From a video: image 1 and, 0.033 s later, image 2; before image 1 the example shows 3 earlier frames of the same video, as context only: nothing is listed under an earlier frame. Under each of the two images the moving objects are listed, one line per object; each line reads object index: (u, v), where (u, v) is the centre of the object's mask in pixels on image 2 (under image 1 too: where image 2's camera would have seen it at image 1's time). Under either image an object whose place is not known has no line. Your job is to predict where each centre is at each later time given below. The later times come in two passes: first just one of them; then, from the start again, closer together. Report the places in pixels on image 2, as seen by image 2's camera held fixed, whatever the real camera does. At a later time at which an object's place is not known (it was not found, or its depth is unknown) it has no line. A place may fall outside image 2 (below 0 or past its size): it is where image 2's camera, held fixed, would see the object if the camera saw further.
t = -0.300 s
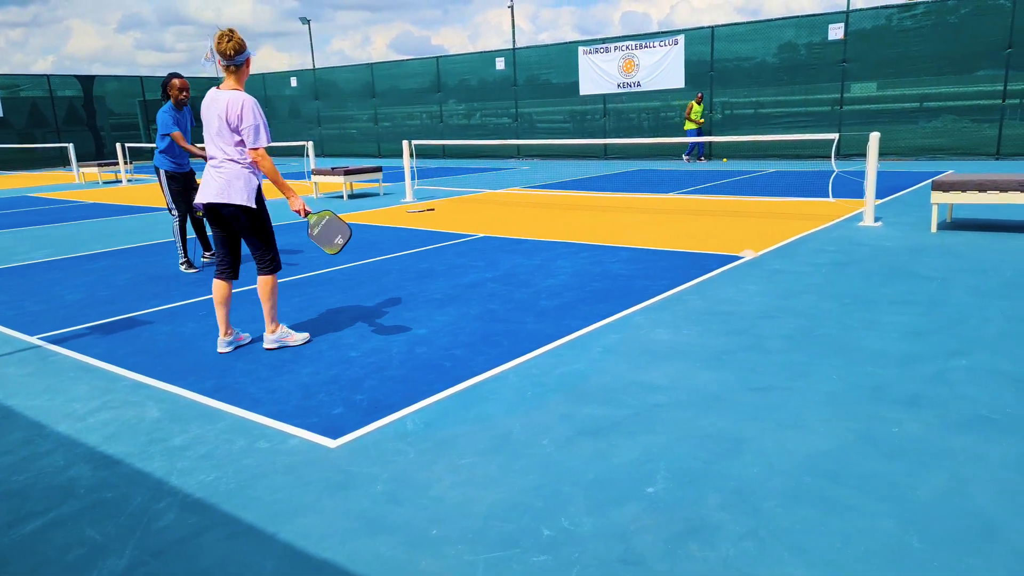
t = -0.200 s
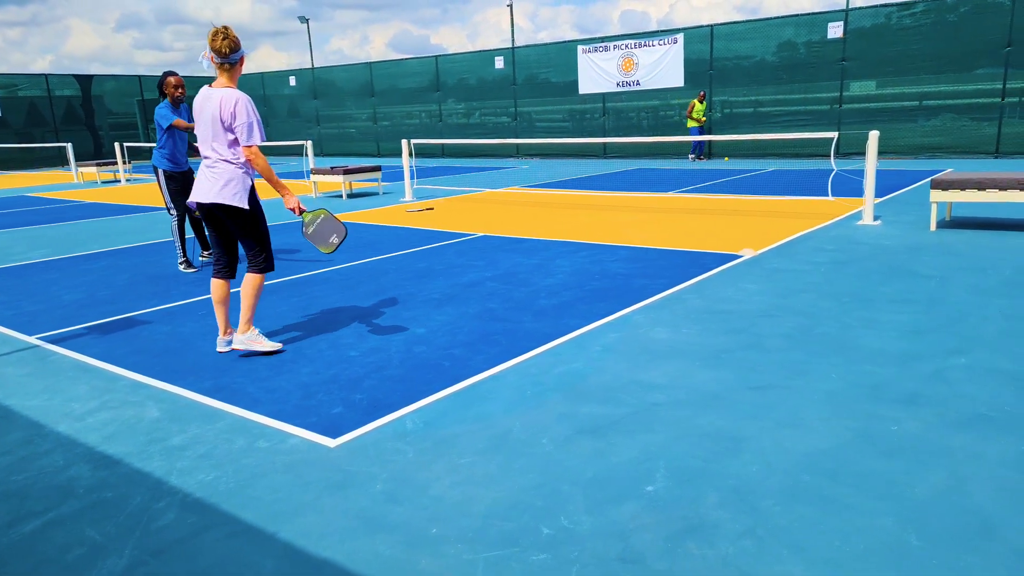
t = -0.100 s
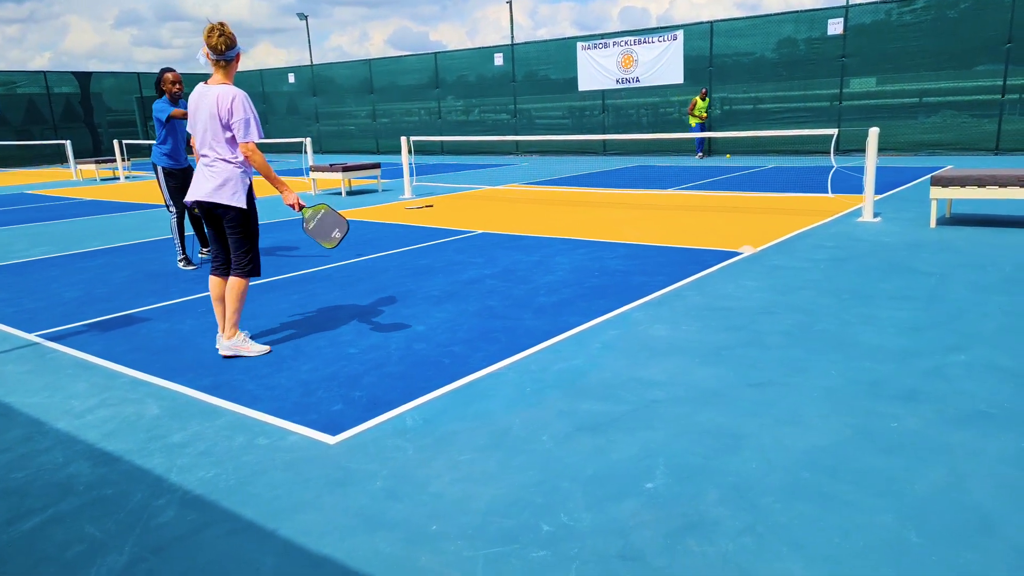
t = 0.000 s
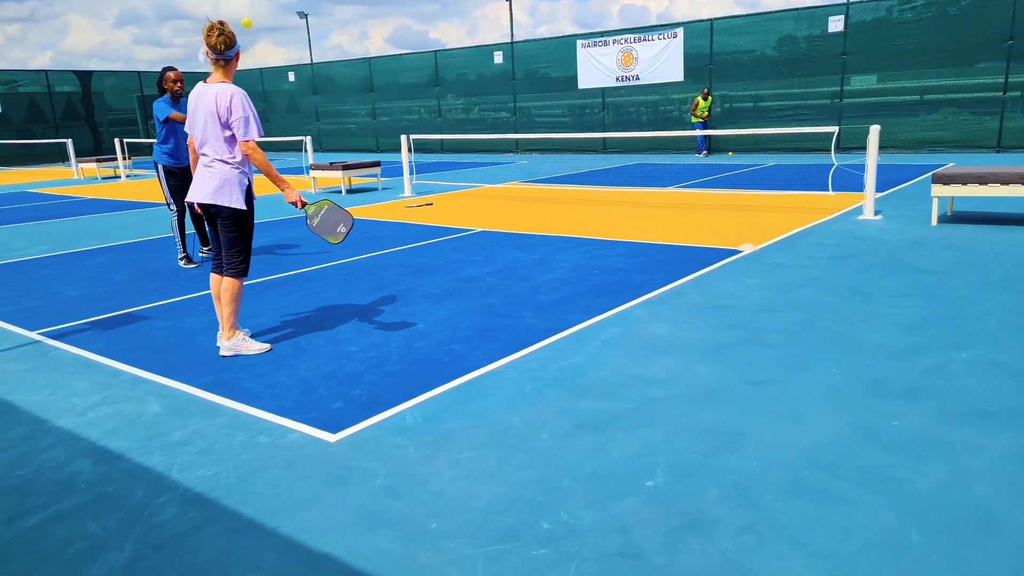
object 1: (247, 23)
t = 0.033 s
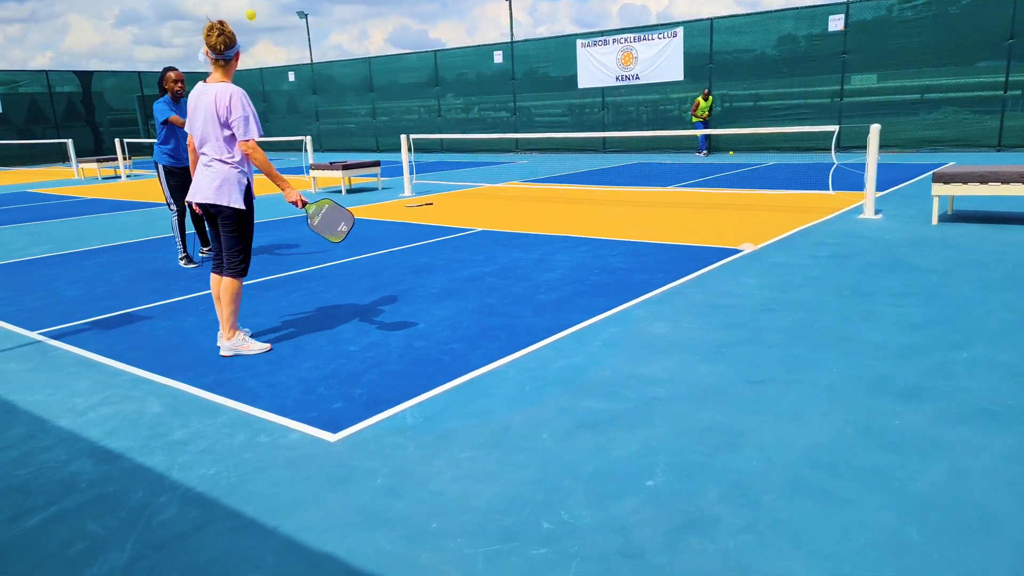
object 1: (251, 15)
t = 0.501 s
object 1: (336, 60)
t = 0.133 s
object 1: (266, 1)
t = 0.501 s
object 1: (336, 60)
